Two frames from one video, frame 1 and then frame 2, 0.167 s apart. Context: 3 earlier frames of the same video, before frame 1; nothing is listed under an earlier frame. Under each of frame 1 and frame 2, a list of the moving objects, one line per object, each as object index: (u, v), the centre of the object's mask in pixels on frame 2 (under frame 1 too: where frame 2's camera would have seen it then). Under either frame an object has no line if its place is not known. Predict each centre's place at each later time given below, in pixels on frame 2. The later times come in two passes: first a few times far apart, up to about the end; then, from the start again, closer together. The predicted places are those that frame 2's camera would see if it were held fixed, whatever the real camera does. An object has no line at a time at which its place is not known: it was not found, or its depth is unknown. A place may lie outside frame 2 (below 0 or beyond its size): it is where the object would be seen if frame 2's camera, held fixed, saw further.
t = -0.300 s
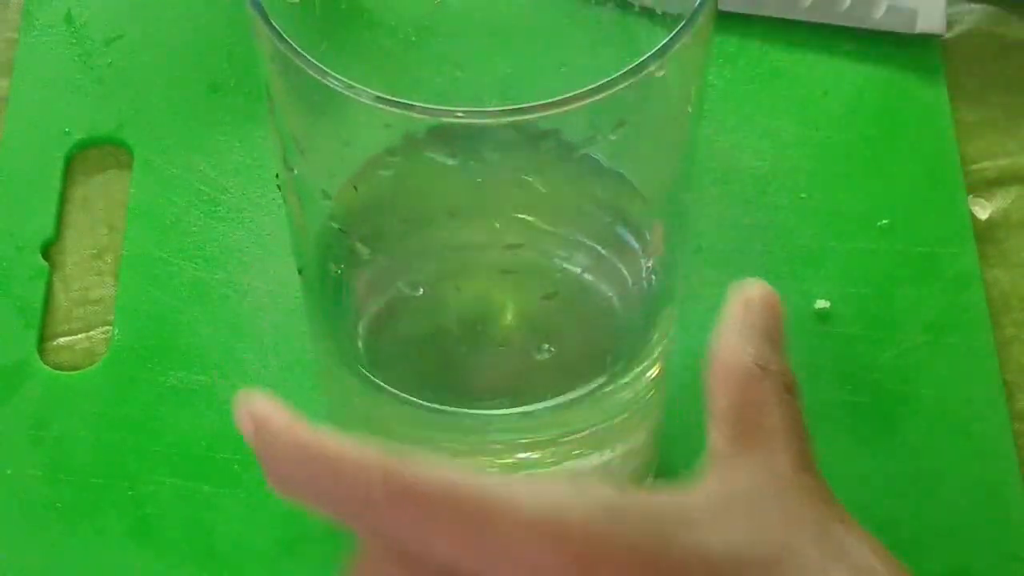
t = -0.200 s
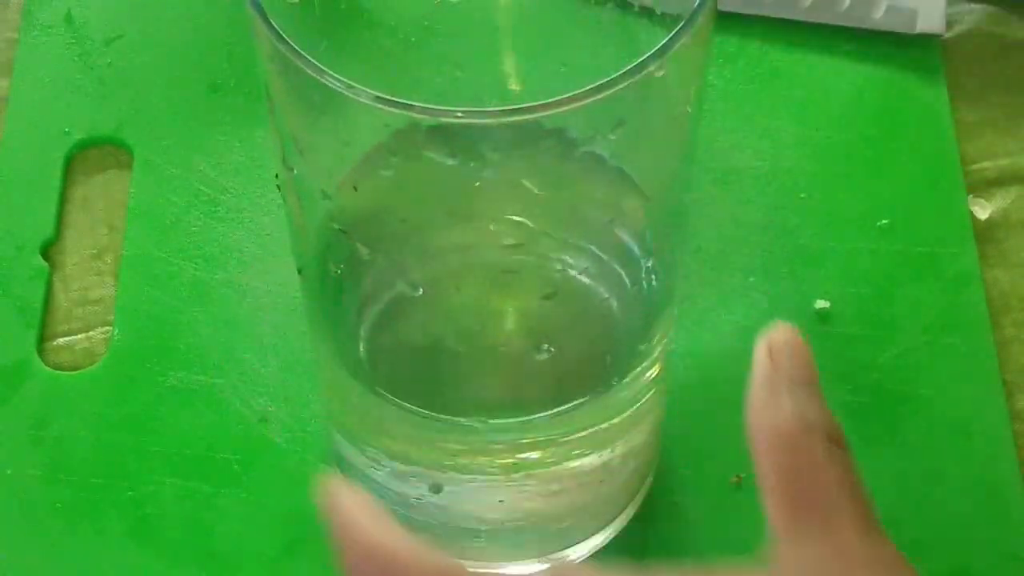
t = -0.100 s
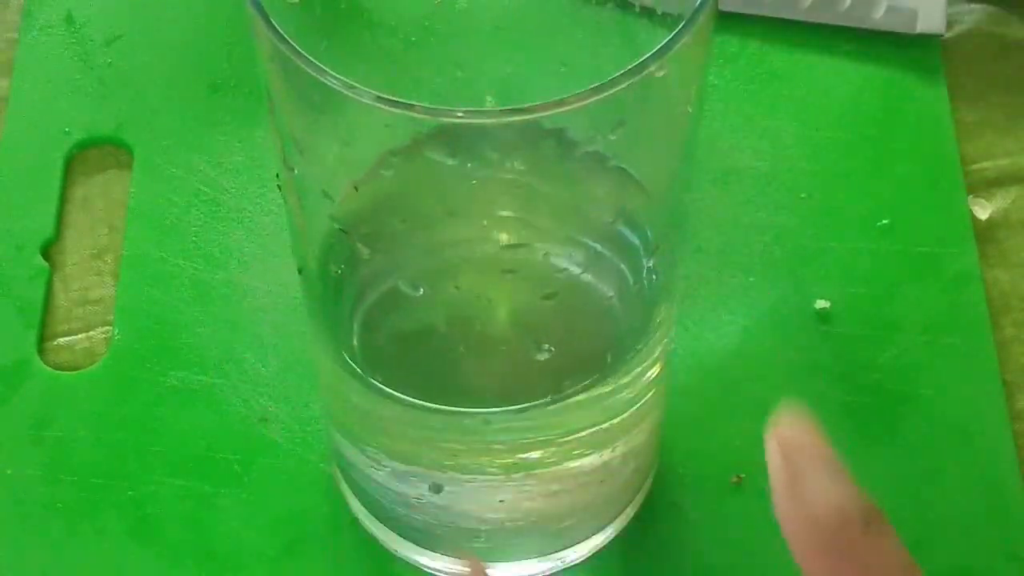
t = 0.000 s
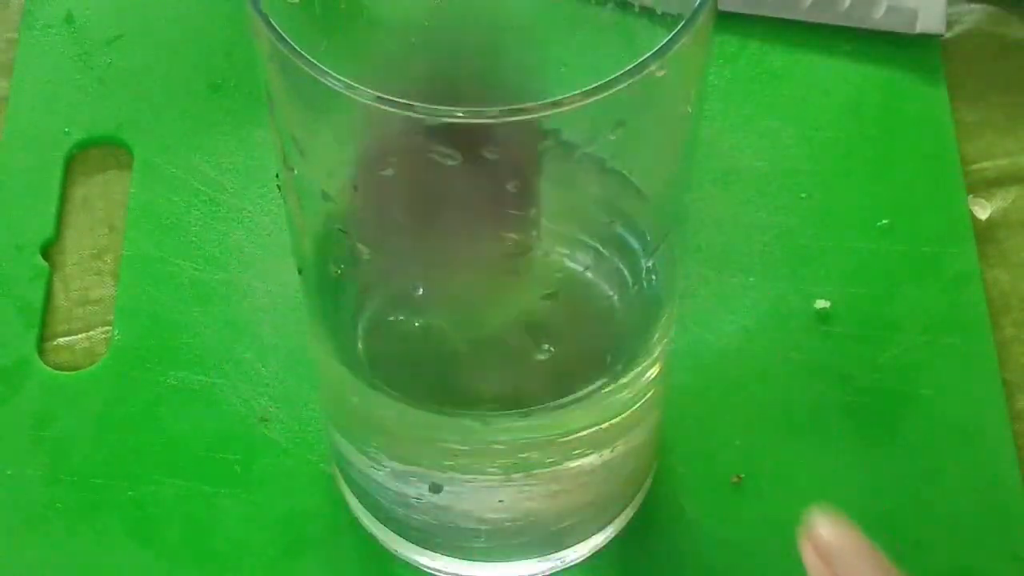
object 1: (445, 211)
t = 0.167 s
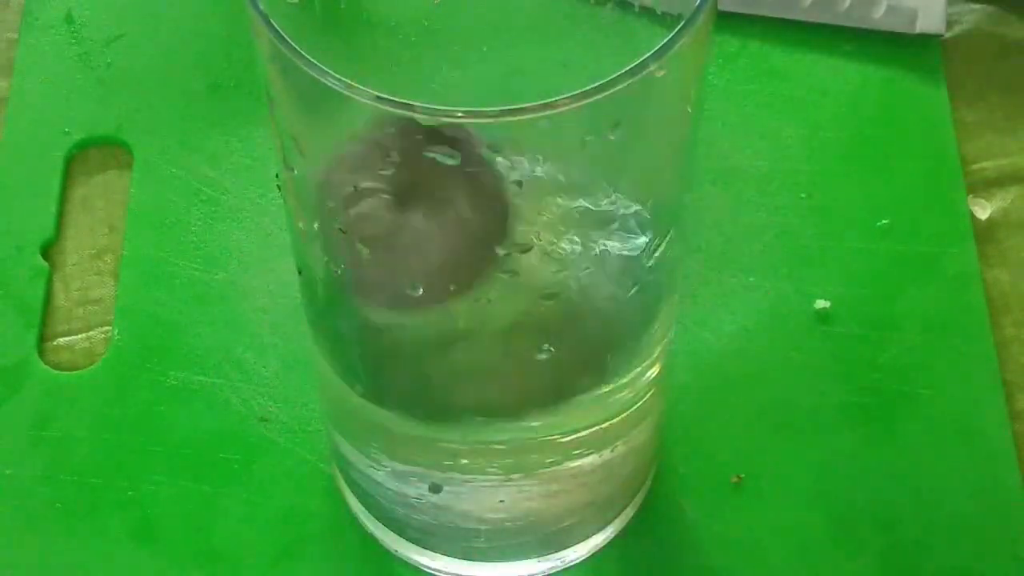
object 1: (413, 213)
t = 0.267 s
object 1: (417, 225)
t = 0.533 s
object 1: (424, 226)
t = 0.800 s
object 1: (431, 233)
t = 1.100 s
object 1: (420, 220)
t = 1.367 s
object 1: (435, 219)
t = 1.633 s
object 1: (433, 210)
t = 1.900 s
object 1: (436, 210)
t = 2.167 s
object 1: (438, 207)
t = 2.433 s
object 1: (439, 205)
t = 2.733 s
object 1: (440, 205)
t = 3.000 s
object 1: (439, 205)
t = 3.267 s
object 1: (439, 205)
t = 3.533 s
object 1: (439, 205)
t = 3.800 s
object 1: (439, 206)
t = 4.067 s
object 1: (440, 205)
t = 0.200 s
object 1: (411, 209)
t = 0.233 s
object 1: (412, 214)
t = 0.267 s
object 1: (417, 225)
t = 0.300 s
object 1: (426, 235)
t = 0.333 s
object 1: (430, 245)
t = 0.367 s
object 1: (434, 243)
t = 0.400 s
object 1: (435, 235)
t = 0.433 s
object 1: (431, 227)
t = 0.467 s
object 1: (425, 224)
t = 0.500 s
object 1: (420, 224)
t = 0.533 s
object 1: (424, 226)
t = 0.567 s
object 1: (429, 232)
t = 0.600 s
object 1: (434, 233)
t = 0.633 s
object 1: (434, 234)
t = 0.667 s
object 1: (434, 234)
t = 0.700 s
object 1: (434, 236)
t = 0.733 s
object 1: (433, 236)
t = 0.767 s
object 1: (432, 235)
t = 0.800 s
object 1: (431, 233)
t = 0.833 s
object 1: (427, 226)
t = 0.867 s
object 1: (423, 222)
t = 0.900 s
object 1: (423, 224)
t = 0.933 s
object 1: (426, 229)
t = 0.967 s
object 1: (426, 233)
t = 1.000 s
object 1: (424, 235)
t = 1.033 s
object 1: (421, 231)
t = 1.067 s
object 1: (419, 227)
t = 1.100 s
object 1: (420, 220)
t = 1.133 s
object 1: (423, 219)
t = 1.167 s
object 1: (426, 219)
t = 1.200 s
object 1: (429, 223)
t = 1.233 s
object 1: (435, 227)
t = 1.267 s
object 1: (436, 230)
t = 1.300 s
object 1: (437, 228)
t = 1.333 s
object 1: (436, 223)
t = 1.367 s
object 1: (435, 219)
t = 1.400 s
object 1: (435, 215)
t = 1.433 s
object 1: (436, 213)
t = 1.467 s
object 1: (436, 213)
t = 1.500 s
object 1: (436, 213)
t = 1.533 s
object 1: (435, 213)
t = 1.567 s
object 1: (433, 212)
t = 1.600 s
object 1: (432, 211)
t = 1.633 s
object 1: (433, 210)
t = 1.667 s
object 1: (434, 209)
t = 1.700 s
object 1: (435, 209)
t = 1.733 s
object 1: (436, 208)
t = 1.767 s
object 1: (437, 208)
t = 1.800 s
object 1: (436, 208)
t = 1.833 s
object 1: (436, 208)
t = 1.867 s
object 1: (436, 209)
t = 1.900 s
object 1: (436, 210)
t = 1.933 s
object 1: (436, 209)
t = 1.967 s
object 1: (436, 208)
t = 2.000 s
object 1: (436, 207)
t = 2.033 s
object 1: (437, 206)
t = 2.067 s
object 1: (437, 206)
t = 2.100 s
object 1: (437, 206)
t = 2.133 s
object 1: (438, 206)
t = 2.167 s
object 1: (438, 207)
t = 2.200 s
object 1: (438, 206)
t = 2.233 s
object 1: (438, 206)
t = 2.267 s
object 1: (438, 206)
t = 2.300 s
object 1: (438, 206)
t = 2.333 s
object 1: (439, 206)
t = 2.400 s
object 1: (439, 206)
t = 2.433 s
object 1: (439, 205)
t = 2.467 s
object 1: (439, 205)
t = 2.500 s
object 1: (438, 206)
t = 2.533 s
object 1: (438, 206)
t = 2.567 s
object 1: (439, 206)
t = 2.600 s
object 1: (439, 206)
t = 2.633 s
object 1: (439, 206)
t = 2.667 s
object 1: (440, 205)
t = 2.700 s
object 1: (441, 204)
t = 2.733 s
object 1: (440, 205)
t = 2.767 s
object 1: (439, 205)
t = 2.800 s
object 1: (438, 206)
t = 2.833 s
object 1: (438, 206)
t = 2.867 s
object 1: (438, 206)
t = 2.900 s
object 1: (438, 206)
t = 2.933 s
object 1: (438, 206)
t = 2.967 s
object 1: (439, 205)
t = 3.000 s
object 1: (439, 205)
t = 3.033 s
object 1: (439, 205)
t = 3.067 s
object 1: (439, 205)
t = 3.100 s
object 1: (439, 205)
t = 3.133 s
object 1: (439, 205)
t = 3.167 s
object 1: (439, 205)
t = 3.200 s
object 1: (439, 205)
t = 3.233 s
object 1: (439, 206)
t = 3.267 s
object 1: (439, 205)
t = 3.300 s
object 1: (439, 205)
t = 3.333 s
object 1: (441, 204)
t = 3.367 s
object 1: (439, 205)
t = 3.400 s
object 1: (439, 205)
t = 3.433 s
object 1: (439, 205)
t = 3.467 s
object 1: (439, 206)
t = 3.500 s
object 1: (439, 206)
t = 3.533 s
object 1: (439, 205)
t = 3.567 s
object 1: (439, 206)
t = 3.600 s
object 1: (439, 206)
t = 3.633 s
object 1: (439, 205)
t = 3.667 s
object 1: (439, 205)
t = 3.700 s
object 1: (439, 206)
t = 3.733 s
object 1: (439, 206)
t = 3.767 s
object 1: (439, 206)
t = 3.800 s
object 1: (439, 206)
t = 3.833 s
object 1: (439, 206)
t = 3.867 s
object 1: (439, 206)
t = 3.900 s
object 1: (439, 206)
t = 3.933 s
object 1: (439, 206)
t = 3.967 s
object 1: (439, 206)
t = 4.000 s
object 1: (439, 206)
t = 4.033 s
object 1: (439, 206)
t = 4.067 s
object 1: (440, 205)
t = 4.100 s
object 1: (439, 206)
